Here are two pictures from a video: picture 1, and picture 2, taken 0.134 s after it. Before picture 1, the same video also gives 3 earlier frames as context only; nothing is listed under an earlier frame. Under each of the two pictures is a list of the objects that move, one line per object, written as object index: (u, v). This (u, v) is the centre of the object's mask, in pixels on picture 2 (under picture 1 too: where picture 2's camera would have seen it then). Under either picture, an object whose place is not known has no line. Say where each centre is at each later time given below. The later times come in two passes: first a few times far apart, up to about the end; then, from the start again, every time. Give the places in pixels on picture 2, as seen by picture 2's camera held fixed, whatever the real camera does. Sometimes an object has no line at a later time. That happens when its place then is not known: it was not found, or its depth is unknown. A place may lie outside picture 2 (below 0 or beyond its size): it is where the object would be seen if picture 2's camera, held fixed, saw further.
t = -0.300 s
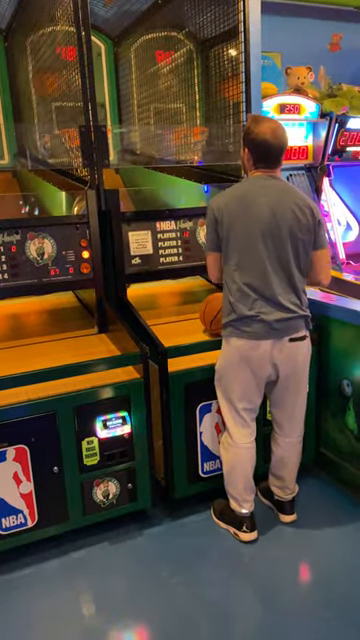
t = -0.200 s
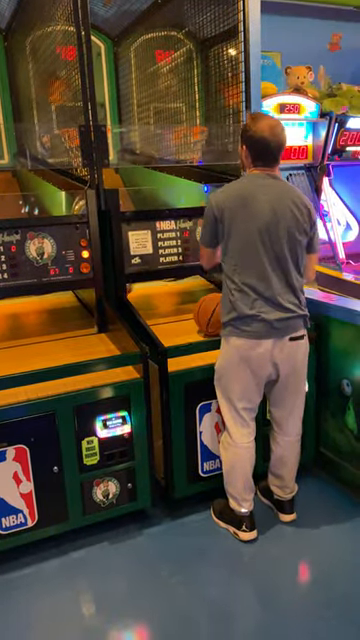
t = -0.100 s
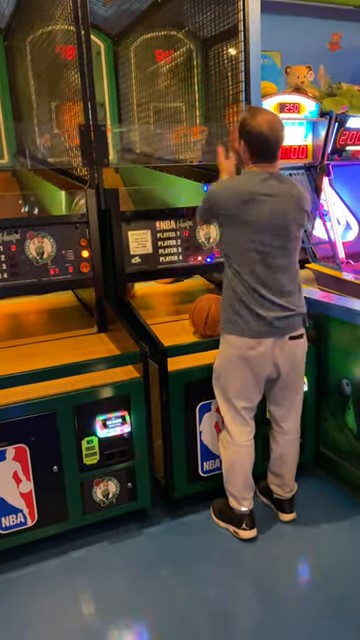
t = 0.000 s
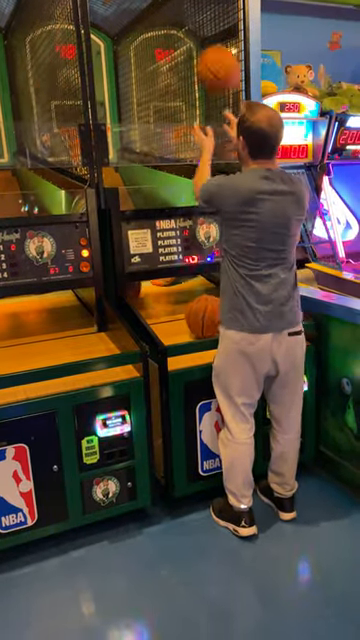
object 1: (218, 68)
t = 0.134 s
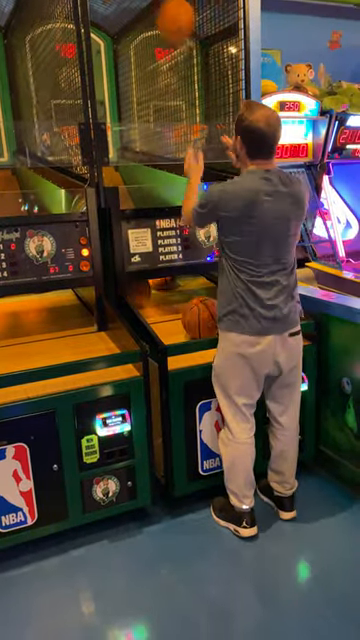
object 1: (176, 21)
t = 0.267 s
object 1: (143, 14)
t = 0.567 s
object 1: (101, 83)
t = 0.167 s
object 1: (167, 17)
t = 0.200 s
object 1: (158, 15)
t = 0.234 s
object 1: (150, 14)
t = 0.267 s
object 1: (143, 14)
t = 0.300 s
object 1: (136, 15)
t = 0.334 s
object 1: (130, 18)
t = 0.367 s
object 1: (124, 23)
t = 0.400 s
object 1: (119, 31)
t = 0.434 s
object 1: (114, 39)
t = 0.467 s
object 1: (109, 49)
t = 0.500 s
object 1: (106, 59)
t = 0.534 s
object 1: (103, 70)
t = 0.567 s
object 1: (101, 83)
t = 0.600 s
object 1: (100, 96)
